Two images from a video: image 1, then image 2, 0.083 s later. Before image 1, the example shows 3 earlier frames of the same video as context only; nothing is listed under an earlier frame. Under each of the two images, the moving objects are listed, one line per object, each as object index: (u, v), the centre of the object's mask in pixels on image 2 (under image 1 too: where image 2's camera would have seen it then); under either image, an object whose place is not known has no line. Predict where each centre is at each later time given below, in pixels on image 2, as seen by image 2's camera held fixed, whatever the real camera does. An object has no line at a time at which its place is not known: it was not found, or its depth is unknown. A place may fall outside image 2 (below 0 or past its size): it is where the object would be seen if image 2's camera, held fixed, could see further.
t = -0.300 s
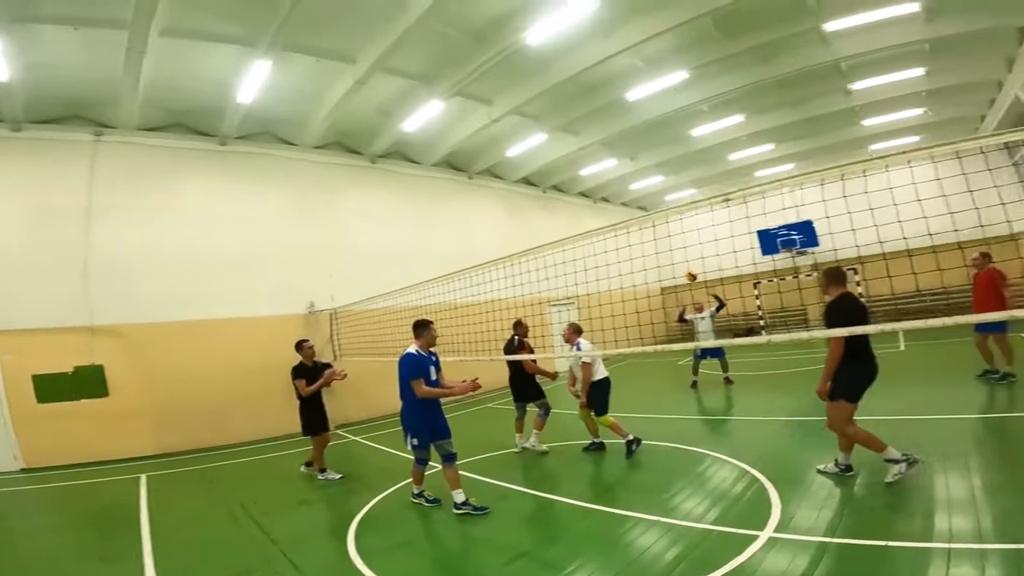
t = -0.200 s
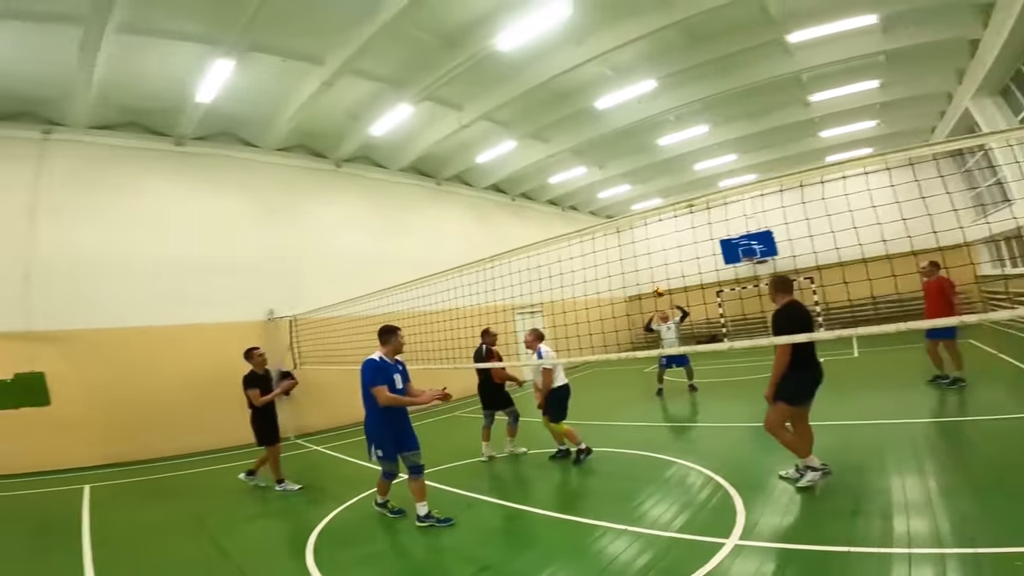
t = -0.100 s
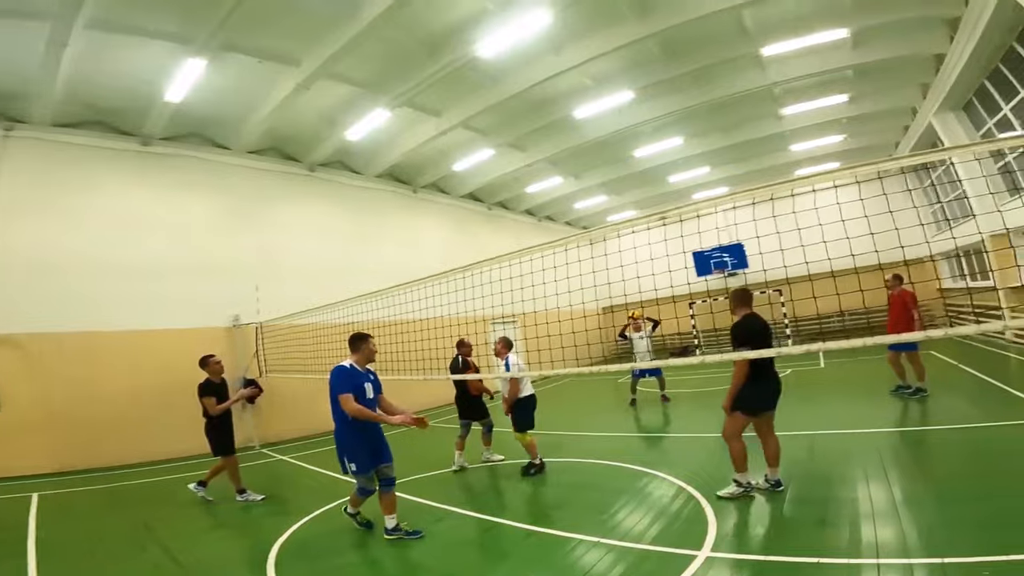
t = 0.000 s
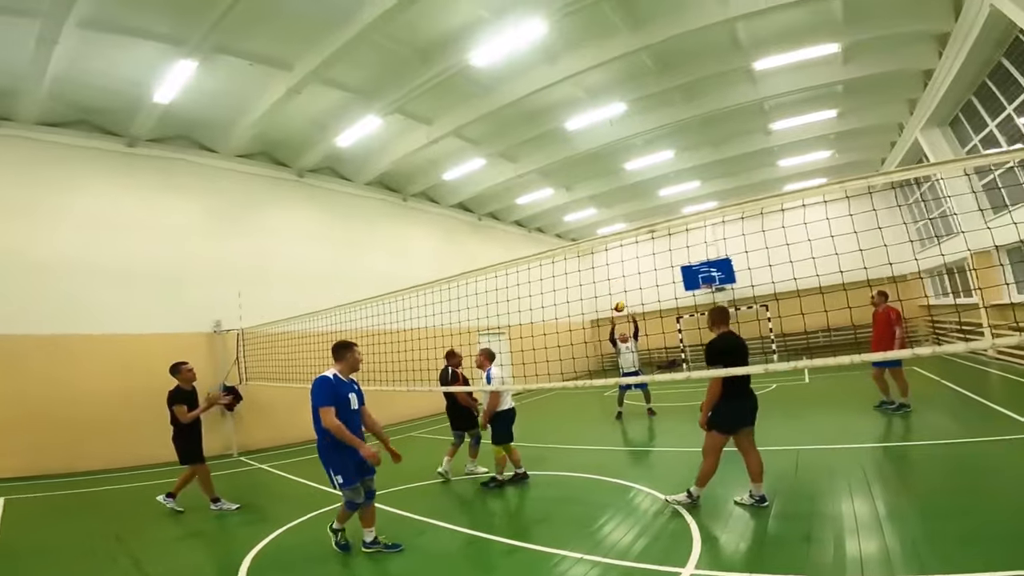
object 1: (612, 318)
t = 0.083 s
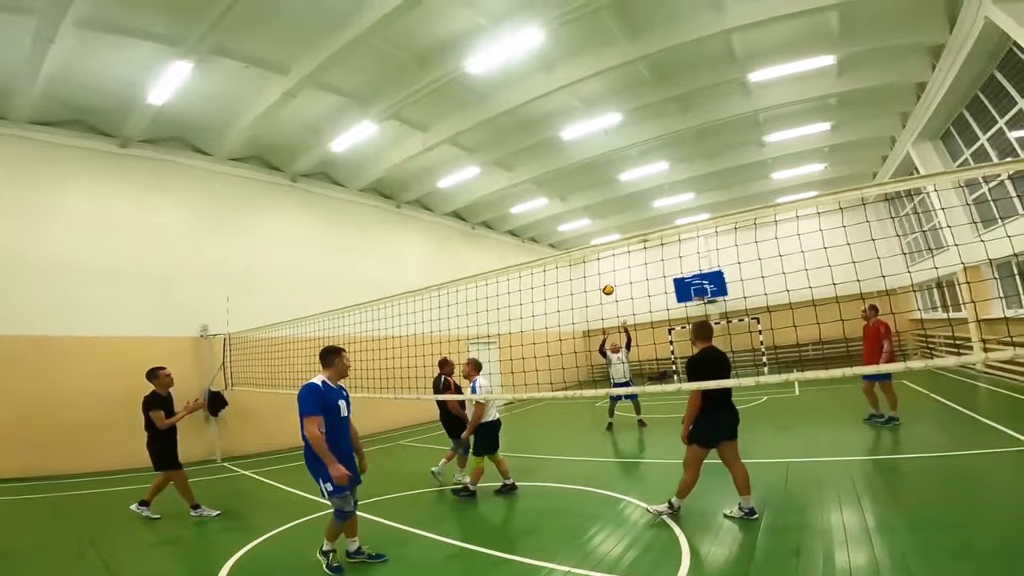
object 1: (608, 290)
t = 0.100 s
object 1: (607, 284)
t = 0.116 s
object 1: (606, 279)
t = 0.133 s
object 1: (606, 273)
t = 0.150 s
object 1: (605, 268)
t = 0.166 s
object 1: (605, 263)
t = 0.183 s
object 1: (604, 258)
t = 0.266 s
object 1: (601, 233)
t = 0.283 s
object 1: (602, 229)
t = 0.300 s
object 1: (601, 225)
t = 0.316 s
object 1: (601, 223)
